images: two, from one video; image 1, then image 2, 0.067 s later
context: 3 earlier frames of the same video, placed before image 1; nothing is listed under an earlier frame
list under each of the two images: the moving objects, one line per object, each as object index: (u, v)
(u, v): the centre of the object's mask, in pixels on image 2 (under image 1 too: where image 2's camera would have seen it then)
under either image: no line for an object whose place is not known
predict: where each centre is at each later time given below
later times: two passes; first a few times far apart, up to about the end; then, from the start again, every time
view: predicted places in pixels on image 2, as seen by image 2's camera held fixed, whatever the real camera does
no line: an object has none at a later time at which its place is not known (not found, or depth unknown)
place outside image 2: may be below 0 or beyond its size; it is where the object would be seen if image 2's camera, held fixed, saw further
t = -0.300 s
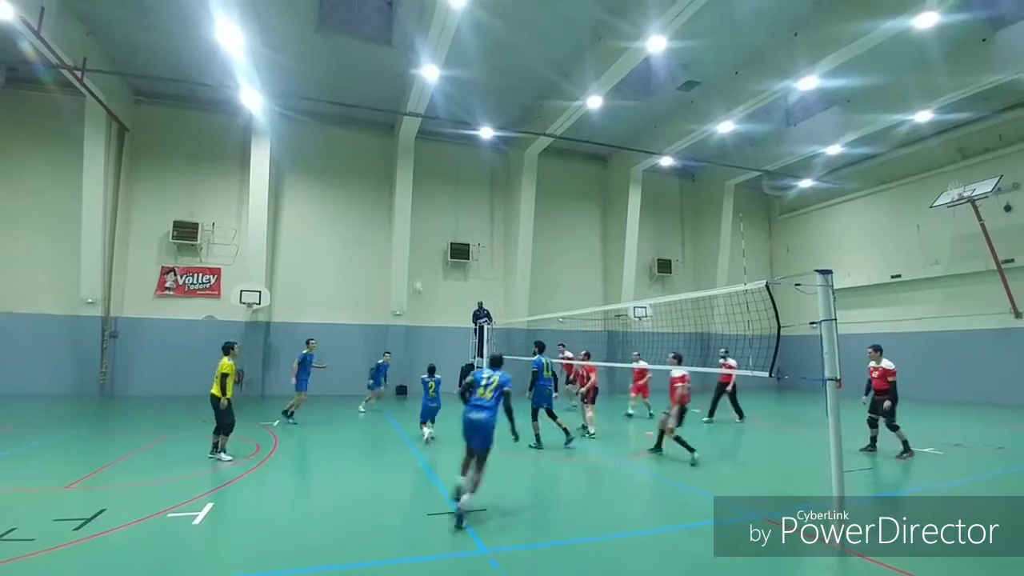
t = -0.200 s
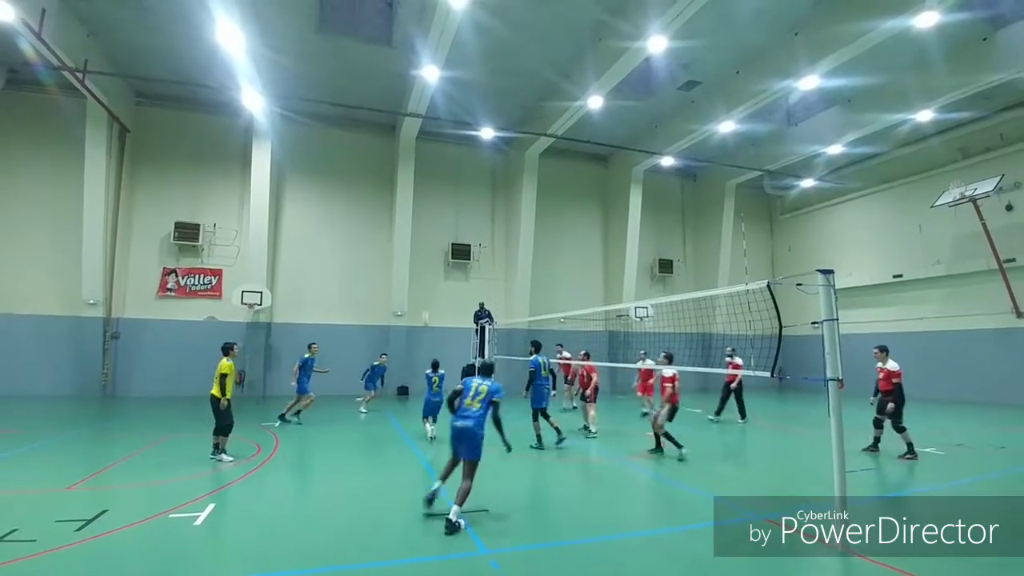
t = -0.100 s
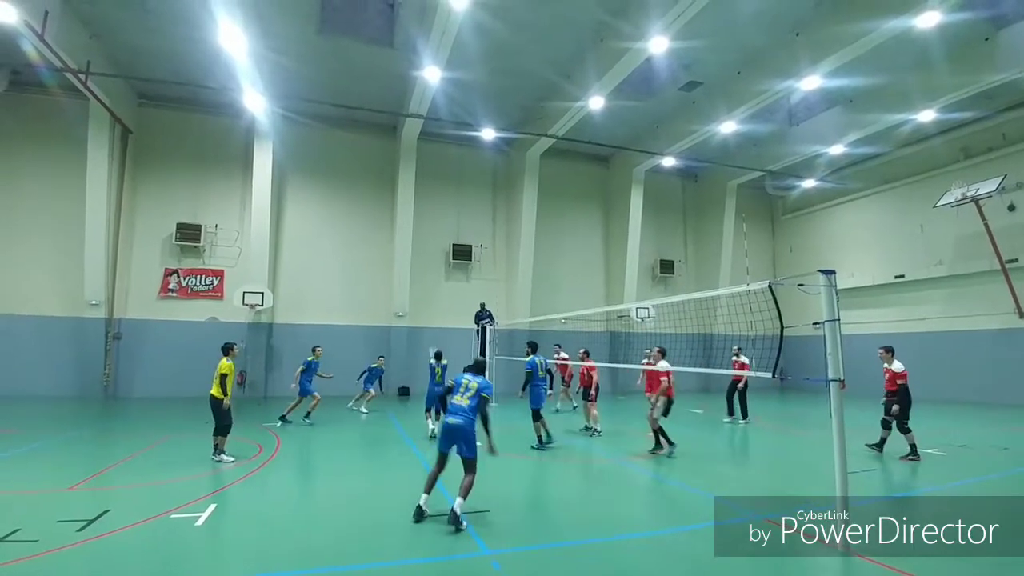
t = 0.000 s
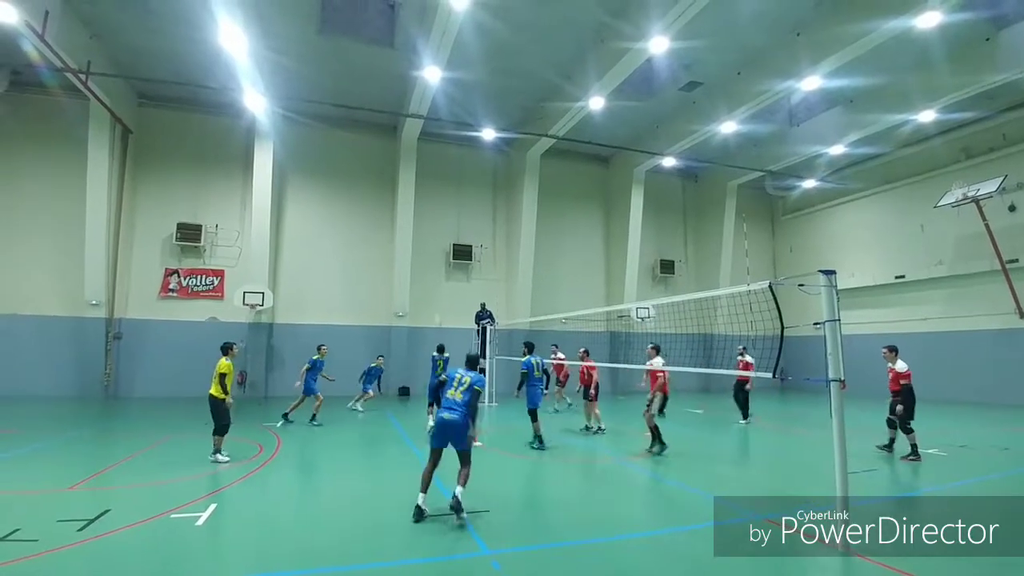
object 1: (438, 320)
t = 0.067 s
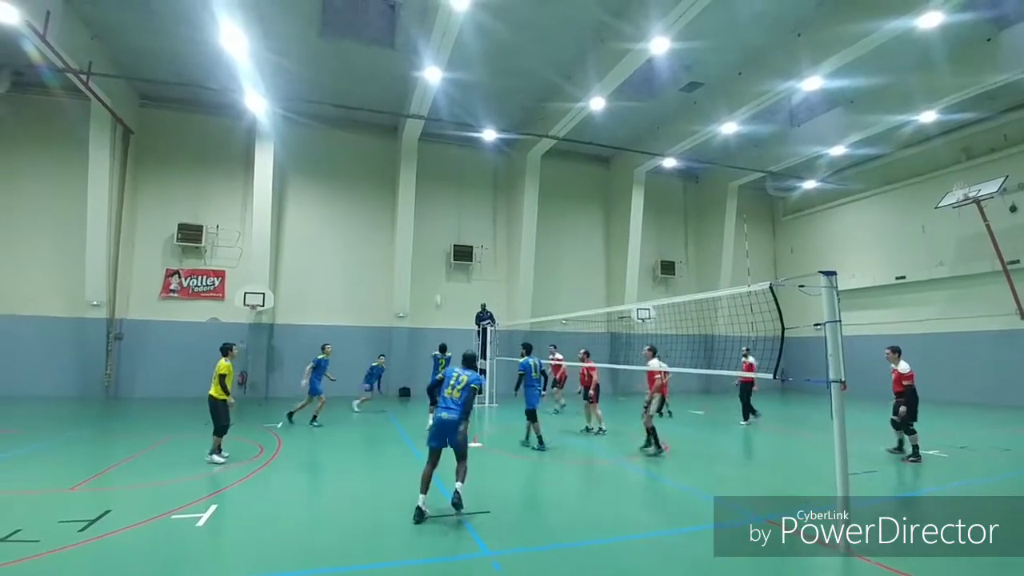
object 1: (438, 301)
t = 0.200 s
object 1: (439, 265)
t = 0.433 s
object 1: (441, 229)
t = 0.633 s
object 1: (442, 218)
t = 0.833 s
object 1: (443, 224)
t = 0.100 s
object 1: (438, 289)
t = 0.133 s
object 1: (438, 281)
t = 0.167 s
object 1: (439, 273)
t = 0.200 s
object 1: (439, 265)
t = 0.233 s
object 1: (440, 259)
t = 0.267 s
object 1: (440, 252)
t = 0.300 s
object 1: (440, 247)
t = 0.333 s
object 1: (441, 241)
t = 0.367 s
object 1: (441, 237)
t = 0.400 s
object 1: (441, 233)
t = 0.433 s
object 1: (441, 229)
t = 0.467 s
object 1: (442, 226)
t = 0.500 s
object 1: (442, 224)
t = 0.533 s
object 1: (442, 221)
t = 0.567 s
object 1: (442, 220)
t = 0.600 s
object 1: (442, 219)
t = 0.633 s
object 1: (442, 218)
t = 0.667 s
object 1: (443, 218)
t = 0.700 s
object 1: (443, 219)
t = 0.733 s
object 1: (443, 219)
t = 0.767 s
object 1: (443, 220)
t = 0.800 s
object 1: (443, 222)
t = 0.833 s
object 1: (443, 224)
